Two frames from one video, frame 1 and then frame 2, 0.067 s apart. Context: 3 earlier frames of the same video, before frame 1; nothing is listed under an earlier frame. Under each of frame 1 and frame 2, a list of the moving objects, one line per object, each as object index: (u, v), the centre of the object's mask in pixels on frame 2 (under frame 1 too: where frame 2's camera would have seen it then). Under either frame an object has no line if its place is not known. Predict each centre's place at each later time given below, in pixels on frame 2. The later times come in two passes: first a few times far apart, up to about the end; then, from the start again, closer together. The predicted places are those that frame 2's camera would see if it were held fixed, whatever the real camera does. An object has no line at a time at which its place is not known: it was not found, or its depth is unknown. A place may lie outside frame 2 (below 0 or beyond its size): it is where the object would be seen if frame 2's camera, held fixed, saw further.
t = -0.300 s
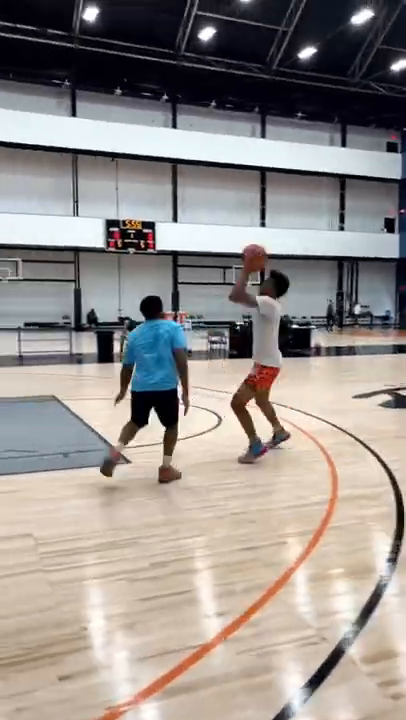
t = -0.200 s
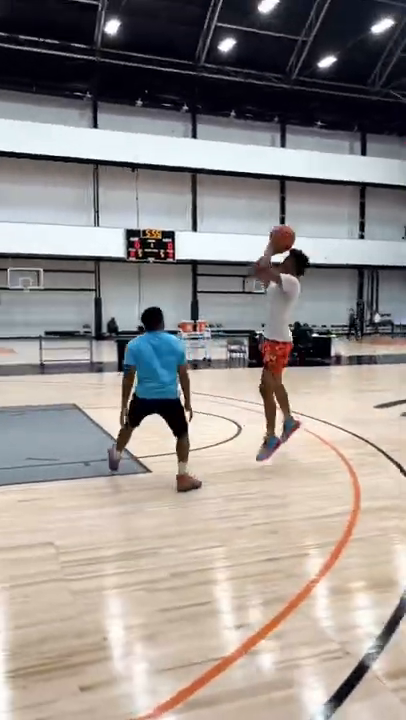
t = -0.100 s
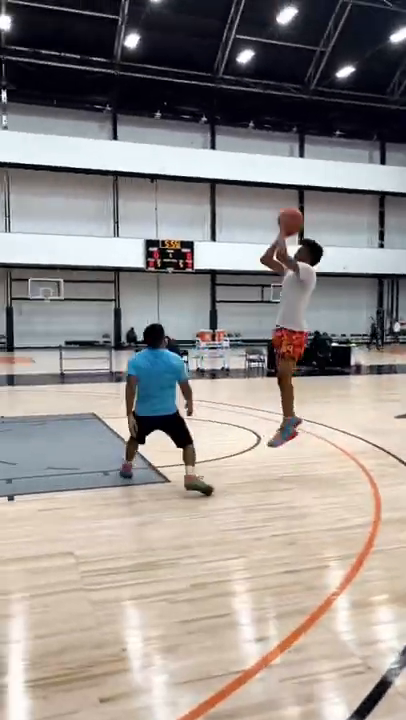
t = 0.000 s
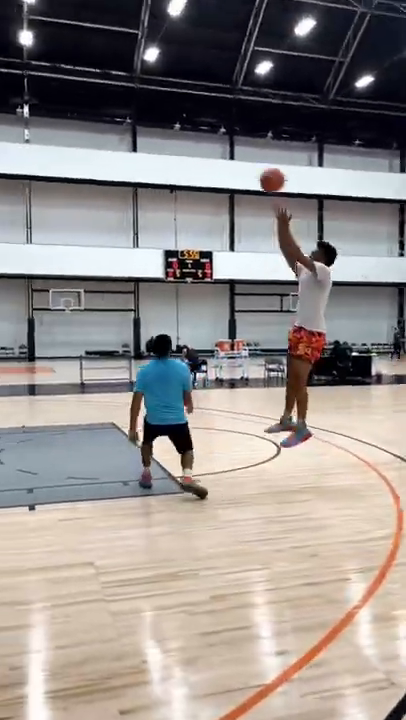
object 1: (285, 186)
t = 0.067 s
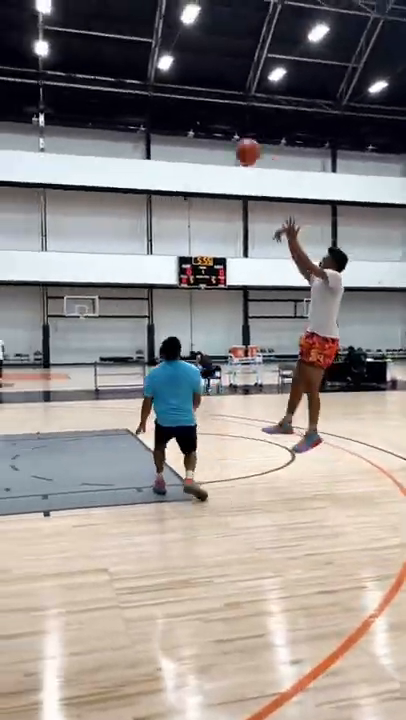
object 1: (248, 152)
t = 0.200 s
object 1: (175, 99)
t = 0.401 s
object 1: (74, 56)
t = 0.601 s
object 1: (-19, 52)
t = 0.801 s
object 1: (-104, 88)
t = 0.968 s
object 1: (-169, 141)
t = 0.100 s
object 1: (229, 136)
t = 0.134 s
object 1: (211, 123)
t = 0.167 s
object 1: (193, 111)
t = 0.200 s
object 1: (175, 99)
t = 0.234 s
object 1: (158, 89)
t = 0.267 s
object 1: (141, 79)
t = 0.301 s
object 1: (124, 72)
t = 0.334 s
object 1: (107, 65)
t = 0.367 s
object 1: (91, 61)
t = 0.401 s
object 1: (74, 56)
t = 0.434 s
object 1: (58, 53)
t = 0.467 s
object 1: (42, 51)
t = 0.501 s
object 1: (26, 50)
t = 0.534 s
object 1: (11, 50)
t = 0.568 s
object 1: (-4, 51)
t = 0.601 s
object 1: (-19, 52)
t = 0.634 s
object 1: (-34, 56)
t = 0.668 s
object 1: (-48, 60)
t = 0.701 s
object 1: (-63, 66)
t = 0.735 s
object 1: (-77, 73)
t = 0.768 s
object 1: (-90, 80)
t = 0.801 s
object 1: (-104, 88)
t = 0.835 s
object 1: (-118, 97)
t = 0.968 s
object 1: (-169, 141)
